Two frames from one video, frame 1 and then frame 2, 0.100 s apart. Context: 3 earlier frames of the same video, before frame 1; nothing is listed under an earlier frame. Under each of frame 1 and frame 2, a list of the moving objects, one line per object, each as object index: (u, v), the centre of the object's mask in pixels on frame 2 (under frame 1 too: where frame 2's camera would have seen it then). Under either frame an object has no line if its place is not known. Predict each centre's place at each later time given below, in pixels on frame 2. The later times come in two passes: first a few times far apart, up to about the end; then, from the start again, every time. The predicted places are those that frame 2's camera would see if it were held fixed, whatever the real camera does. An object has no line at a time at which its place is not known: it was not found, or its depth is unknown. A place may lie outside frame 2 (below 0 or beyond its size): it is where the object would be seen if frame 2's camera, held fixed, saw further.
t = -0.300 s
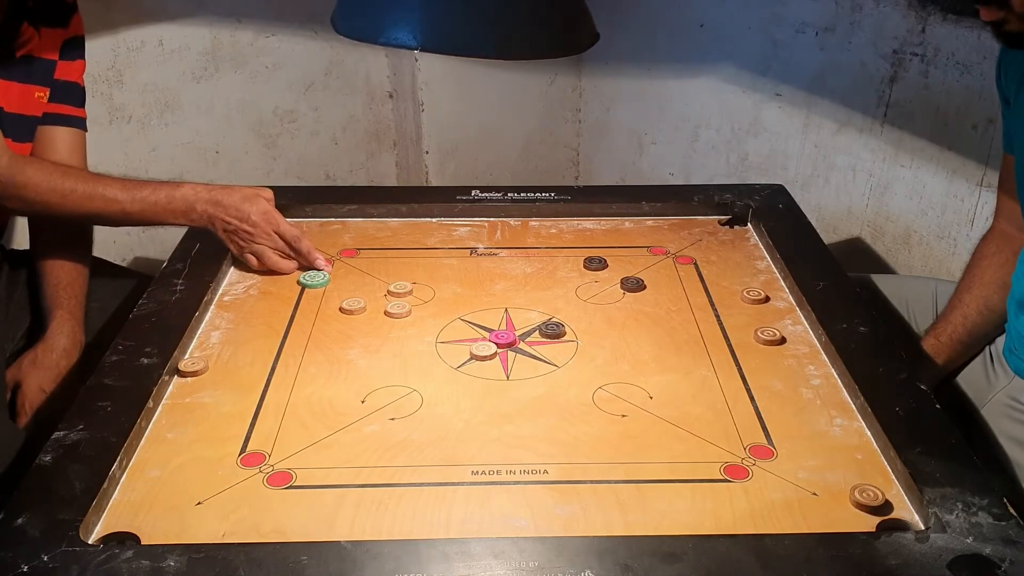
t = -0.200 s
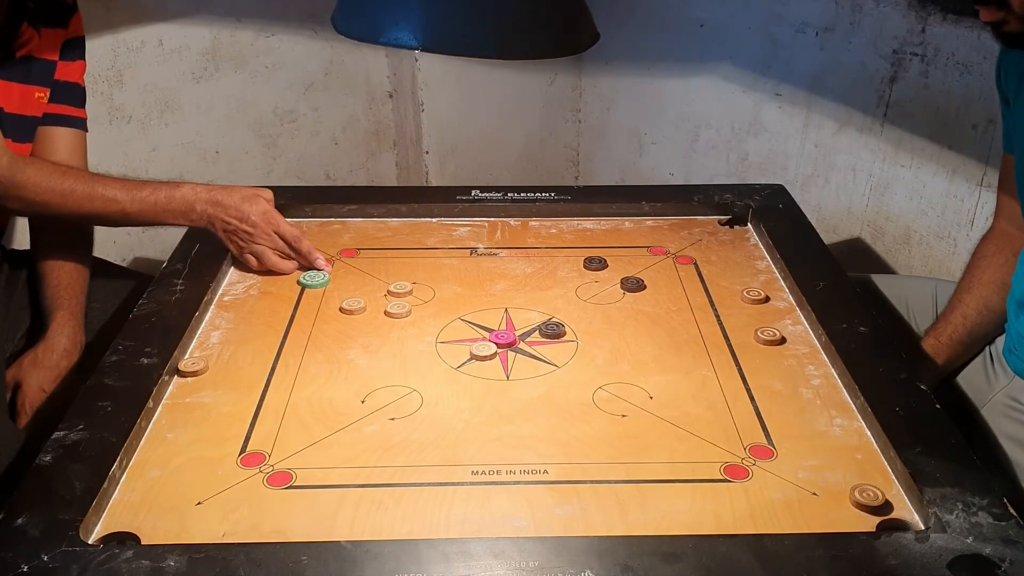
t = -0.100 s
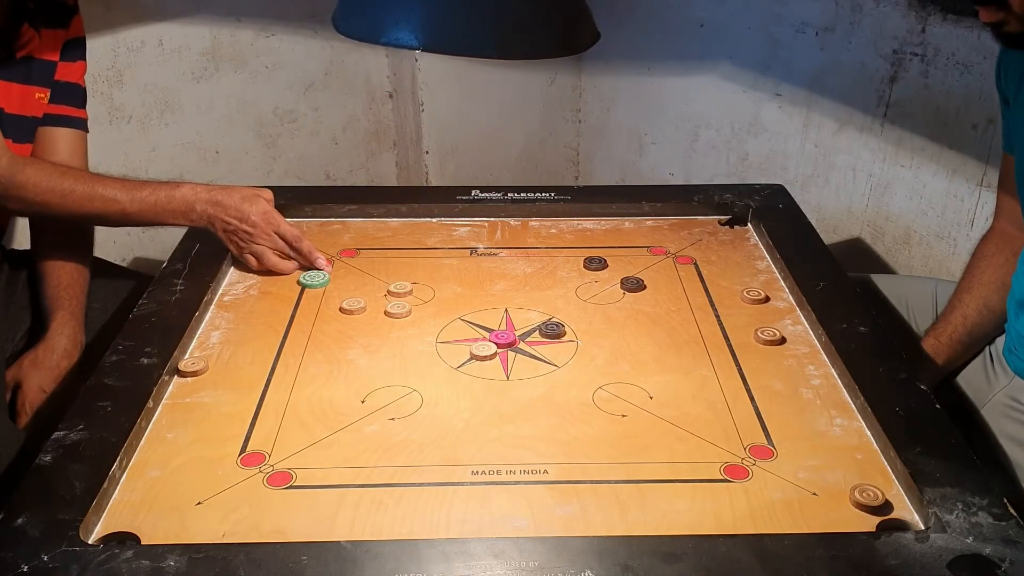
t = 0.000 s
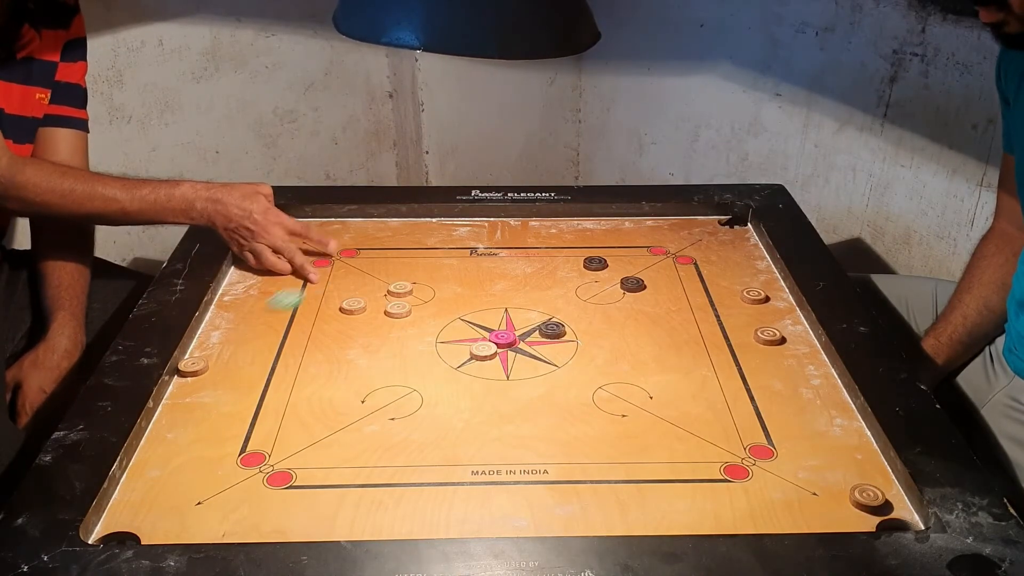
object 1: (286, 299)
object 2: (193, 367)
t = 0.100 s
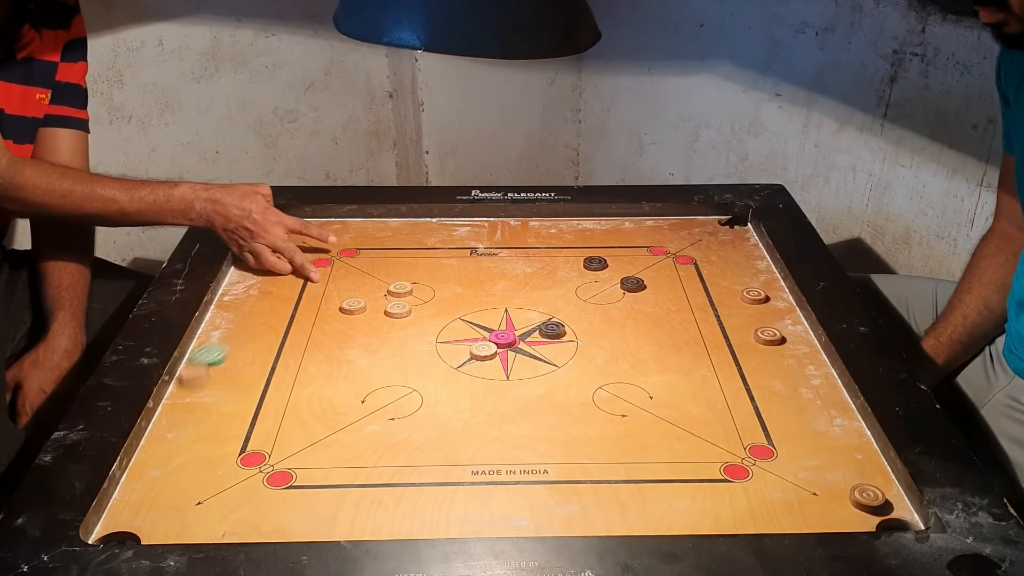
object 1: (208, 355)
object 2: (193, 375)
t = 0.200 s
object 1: (199, 383)
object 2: (209, 449)
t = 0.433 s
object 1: (207, 428)
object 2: (280, 505)
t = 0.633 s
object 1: (215, 444)
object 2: (331, 455)
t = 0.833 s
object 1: (219, 445)
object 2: (342, 444)
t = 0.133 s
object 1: (197, 366)
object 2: (198, 398)
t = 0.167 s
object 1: (198, 374)
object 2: (203, 424)
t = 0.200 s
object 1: (199, 383)
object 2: (209, 449)
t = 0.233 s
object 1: (200, 391)
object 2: (214, 471)
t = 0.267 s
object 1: (201, 399)
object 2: (221, 496)
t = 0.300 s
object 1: (202, 406)
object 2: (227, 521)
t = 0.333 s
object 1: (203, 412)
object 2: (238, 536)
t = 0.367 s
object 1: (204, 418)
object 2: (251, 531)
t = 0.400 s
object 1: (206, 424)
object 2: (267, 518)
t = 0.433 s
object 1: (207, 428)
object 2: (280, 505)
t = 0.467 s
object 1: (209, 432)
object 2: (293, 493)
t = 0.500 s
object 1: (210, 436)
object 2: (303, 483)
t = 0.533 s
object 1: (211, 439)
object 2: (312, 474)
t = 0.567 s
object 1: (213, 441)
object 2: (320, 466)
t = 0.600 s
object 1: (214, 442)
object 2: (326, 460)
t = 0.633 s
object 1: (215, 444)
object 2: (331, 455)
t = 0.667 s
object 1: (216, 444)
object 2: (334, 451)
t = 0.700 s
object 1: (218, 444)
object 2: (337, 448)
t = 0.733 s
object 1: (219, 444)
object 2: (339, 446)
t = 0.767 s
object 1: (219, 444)
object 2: (341, 445)
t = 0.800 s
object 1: (219, 444)
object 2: (342, 444)
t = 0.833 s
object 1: (219, 445)
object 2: (342, 444)
